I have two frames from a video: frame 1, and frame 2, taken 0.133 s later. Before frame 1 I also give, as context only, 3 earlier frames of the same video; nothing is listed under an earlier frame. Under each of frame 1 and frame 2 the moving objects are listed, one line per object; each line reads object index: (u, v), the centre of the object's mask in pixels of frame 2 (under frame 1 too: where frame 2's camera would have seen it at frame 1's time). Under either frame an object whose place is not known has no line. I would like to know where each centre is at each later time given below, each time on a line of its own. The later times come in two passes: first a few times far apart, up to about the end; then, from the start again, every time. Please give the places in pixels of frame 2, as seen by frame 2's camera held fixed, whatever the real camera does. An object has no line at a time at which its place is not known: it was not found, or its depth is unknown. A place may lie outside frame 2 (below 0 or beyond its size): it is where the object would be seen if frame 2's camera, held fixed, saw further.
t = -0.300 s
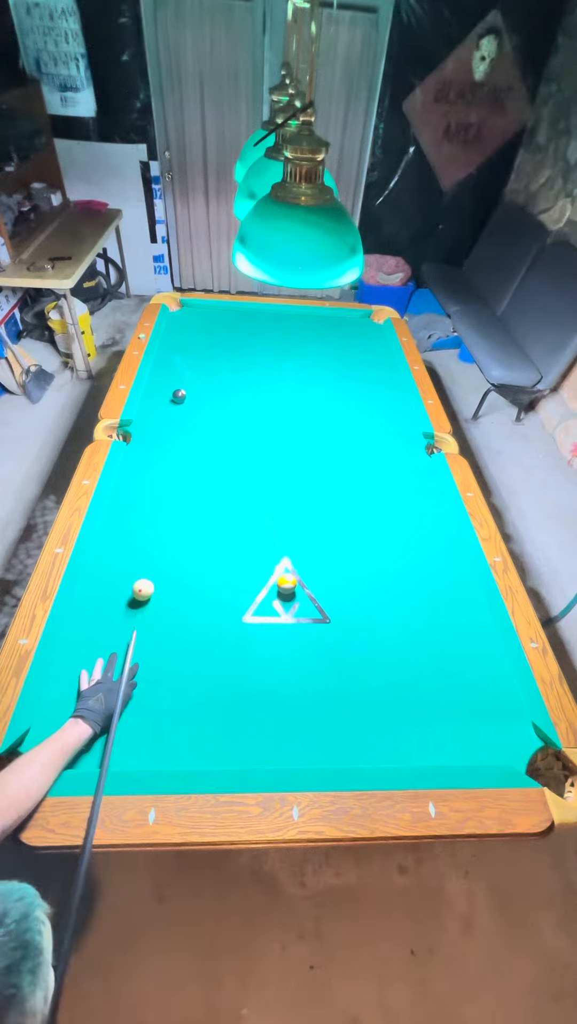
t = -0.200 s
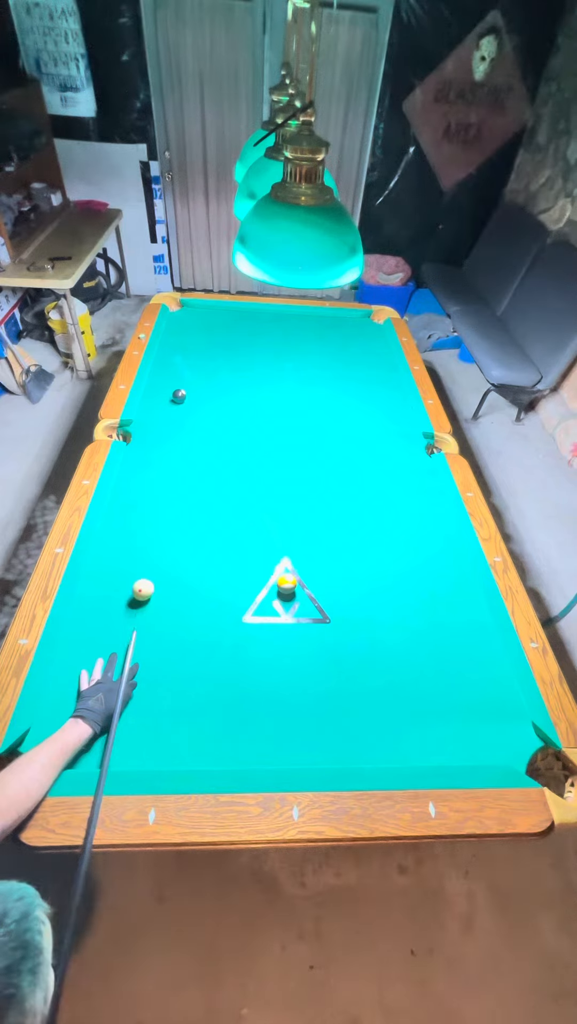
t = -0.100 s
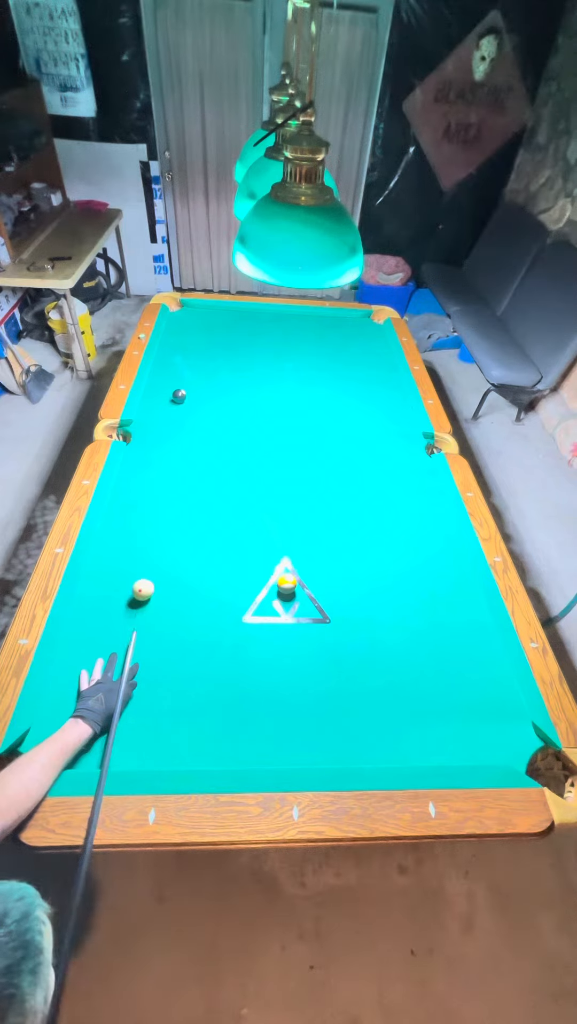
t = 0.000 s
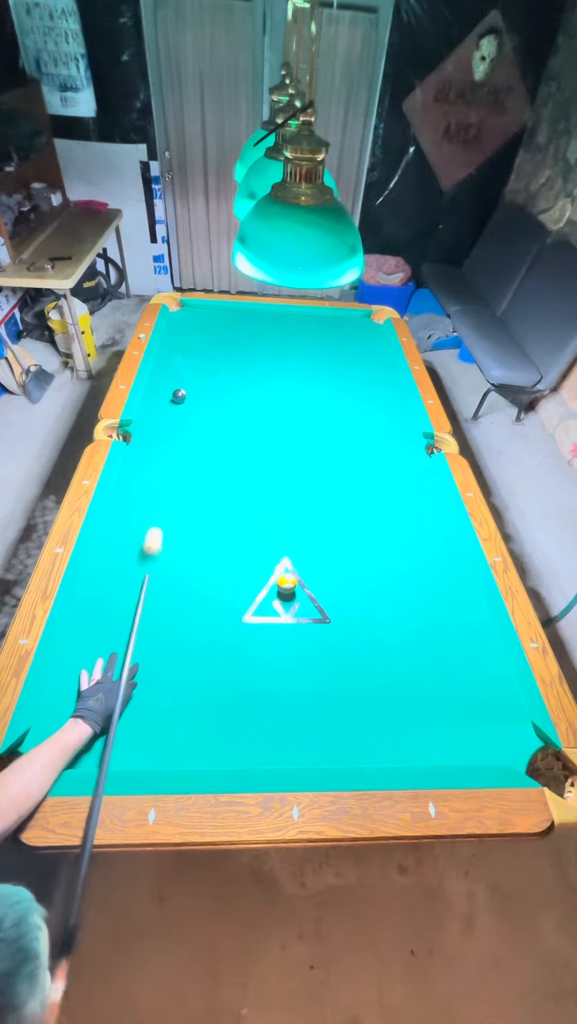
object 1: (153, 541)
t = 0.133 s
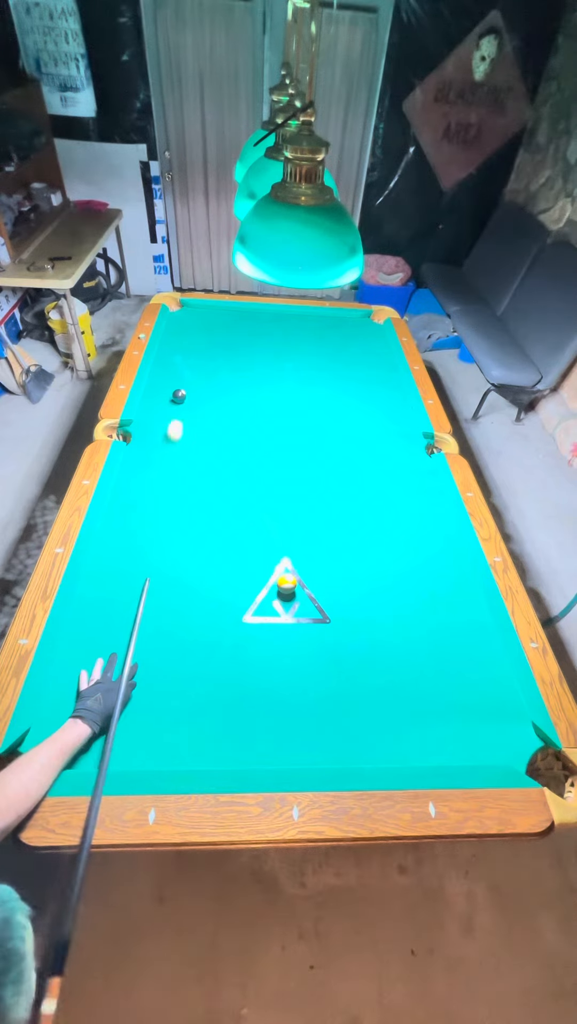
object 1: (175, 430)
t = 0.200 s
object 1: (182, 403)
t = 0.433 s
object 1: (203, 404)
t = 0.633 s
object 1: (217, 408)
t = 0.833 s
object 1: (231, 411)
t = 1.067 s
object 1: (246, 415)
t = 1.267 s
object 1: (258, 418)
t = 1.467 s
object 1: (269, 421)
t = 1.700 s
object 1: (281, 424)
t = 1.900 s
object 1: (291, 427)
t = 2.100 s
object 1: (300, 429)
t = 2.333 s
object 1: (310, 431)
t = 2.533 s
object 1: (317, 433)
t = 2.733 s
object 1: (324, 435)
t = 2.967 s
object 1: (330, 436)
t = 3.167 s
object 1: (335, 437)
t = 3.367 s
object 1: (339, 438)
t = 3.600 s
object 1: (342, 438)
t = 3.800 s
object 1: (344, 438)
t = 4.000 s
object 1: (344, 438)
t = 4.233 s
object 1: (345, 438)
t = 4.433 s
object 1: (345, 438)
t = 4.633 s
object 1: (345, 438)
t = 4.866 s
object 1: (345, 438)
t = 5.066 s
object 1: (345, 438)
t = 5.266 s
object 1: (345, 438)
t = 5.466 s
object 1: (345, 438)
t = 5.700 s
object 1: (345, 438)
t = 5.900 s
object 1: (345, 438)
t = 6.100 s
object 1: (345, 438)
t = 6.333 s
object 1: (345, 438)
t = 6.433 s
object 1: (345, 438)
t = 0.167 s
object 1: (179, 410)
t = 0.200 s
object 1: (182, 403)
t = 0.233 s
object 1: (186, 402)
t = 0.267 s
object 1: (189, 402)
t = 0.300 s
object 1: (193, 402)
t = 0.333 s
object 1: (195, 402)
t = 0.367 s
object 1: (198, 403)
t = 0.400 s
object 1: (200, 403)
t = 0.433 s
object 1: (203, 404)
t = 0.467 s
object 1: (205, 405)
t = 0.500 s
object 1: (208, 405)
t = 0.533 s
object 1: (210, 406)
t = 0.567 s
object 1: (212, 406)
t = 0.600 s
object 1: (215, 407)
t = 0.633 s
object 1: (217, 408)
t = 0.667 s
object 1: (219, 408)
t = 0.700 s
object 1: (222, 409)
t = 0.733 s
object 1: (224, 409)
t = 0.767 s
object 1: (226, 410)
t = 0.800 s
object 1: (228, 411)
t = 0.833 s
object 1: (231, 411)
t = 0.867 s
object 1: (233, 412)
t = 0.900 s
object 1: (235, 412)
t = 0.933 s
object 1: (237, 413)
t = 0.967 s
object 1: (239, 413)
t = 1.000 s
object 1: (241, 414)
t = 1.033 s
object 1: (244, 415)
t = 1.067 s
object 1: (246, 415)
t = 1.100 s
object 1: (248, 416)
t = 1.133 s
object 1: (250, 416)
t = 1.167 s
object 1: (252, 417)
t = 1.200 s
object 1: (254, 417)
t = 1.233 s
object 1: (256, 418)
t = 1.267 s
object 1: (258, 418)
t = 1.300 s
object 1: (260, 419)
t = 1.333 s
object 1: (262, 419)
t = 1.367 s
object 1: (263, 420)
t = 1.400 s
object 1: (265, 420)
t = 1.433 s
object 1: (267, 421)
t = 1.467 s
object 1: (269, 421)
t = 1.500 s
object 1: (271, 421)
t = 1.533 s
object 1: (273, 422)
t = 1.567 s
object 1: (274, 422)
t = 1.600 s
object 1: (276, 423)
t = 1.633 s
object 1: (278, 423)
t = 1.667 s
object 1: (280, 424)
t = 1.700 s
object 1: (281, 424)
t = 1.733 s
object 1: (283, 425)
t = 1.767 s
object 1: (285, 425)
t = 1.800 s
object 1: (287, 425)
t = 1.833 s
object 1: (288, 426)
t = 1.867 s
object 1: (290, 426)
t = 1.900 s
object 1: (291, 427)
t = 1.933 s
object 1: (293, 427)
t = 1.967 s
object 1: (294, 427)
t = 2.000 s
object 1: (296, 428)
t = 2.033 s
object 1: (297, 428)
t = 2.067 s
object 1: (299, 428)
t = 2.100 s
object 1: (300, 429)
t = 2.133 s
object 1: (302, 429)
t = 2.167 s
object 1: (303, 430)
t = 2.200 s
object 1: (304, 430)
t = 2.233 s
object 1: (306, 430)
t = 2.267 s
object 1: (307, 431)
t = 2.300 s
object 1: (308, 431)
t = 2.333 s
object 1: (310, 431)
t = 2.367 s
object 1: (311, 432)
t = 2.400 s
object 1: (312, 432)
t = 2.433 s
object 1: (314, 432)
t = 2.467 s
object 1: (315, 432)
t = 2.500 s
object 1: (316, 433)
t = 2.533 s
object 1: (317, 433)
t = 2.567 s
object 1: (318, 433)
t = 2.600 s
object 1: (319, 434)
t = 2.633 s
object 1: (320, 434)
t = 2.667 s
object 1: (321, 434)
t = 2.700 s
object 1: (323, 434)
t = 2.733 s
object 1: (324, 435)
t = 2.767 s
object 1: (324, 435)
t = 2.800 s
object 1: (325, 435)
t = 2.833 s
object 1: (327, 435)
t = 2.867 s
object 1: (328, 435)
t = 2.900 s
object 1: (328, 436)
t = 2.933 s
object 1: (329, 436)
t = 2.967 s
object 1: (330, 436)
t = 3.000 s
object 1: (331, 436)
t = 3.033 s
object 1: (332, 436)
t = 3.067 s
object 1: (332, 436)
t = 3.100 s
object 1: (333, 437)
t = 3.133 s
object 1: (334, 437)
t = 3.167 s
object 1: (335, 437)
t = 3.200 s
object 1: (335, 437)
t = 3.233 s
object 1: (336, 437)
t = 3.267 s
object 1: (337, 437)
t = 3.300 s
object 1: (337, 437)
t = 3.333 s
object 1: (338, 438)
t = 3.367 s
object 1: (339, 438)
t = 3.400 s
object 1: (339, 438)
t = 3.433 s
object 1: (339, 438)
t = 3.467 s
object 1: (340, 438)
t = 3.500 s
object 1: (340, 438)
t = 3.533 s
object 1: (341, 438)
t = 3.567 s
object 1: (341, 438)
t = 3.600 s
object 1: (342, 438)
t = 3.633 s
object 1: (342, 438)
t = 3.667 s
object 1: (342, 438)
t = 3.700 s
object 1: (343, 438)
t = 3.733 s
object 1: (343, 438)
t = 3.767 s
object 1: (343, 438)
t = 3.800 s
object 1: (344, 438)
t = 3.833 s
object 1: (344, 438)
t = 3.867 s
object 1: (344, 438)
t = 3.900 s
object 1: (344, 438)
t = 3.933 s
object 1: (344, 438)
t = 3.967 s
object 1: (344, 438)
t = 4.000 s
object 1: (344, 438)
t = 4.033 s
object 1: (344, 438)
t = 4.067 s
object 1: (344, 438)
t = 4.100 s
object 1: (344, 438)
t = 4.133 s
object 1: (344, 438)
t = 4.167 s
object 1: (345, 438)
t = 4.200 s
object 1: (345, 438)
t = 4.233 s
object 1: (345, 438)
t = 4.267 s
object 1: (345, 438)
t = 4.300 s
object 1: (345, 438)
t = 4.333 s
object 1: (345, 438)
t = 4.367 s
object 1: (345, 438)
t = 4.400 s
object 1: (345, 438)
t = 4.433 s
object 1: (345, 438)
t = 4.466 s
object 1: (345, 438)
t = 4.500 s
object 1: (345, 438)
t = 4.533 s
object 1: (345, 438)
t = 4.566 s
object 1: (345, 438)
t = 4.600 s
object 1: (345, 438)
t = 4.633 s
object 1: (345, 438)
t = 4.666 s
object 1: (345, 438)
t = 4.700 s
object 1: (345, 438)
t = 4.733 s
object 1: (345, 438)
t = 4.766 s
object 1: (345, 438)
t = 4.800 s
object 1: (345, 438)
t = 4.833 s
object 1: (345, 438)
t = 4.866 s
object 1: (345, 438)
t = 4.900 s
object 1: (345, 438)
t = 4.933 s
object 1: (345, 438)
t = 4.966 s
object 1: (345, 438)
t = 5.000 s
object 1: (345, 438)
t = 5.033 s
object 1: (345, 438)
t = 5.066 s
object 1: (345, 438)
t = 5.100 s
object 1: (345, 438)
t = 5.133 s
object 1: (345, 438)
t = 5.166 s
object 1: (345, 438)
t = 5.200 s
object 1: (345, 438)
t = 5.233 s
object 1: (345, 438)
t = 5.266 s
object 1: (345, 438)
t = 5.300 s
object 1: (345, 438)
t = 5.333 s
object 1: (345, 438)
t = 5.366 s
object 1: (345, 438)
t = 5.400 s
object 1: (345, 438)
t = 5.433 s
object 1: (345, 438)
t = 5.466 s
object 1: (345, 438)
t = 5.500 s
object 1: (345, 438)
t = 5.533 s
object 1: (345, 438)
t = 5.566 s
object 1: (345, 438)
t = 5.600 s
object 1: (345, 438)
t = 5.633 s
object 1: (345, 438)
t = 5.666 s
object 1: (345, 438)
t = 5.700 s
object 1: (345, 438)
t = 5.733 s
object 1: (345, 438)
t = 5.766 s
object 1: (345, 438)
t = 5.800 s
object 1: (345, 438)
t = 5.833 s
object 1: (345, 438)
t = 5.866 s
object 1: (345, 438)
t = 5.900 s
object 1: (345, 438)
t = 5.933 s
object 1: (345, 438)
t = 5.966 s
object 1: (345, 438)
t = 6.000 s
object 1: (345, 438)
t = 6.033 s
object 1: (345, 438)
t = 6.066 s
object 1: (345, 438)
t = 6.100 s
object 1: (345, 438)
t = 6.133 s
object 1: (345, 438)
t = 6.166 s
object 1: (345, 438)
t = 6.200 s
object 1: (345, 438)
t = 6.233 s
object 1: (345, 438)
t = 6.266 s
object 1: (345, 438)
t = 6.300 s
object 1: (345, 438)
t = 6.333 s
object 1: (345, 438)
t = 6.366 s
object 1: (345, 438)
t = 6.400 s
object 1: (345, 438)
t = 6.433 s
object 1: (345, 438)
